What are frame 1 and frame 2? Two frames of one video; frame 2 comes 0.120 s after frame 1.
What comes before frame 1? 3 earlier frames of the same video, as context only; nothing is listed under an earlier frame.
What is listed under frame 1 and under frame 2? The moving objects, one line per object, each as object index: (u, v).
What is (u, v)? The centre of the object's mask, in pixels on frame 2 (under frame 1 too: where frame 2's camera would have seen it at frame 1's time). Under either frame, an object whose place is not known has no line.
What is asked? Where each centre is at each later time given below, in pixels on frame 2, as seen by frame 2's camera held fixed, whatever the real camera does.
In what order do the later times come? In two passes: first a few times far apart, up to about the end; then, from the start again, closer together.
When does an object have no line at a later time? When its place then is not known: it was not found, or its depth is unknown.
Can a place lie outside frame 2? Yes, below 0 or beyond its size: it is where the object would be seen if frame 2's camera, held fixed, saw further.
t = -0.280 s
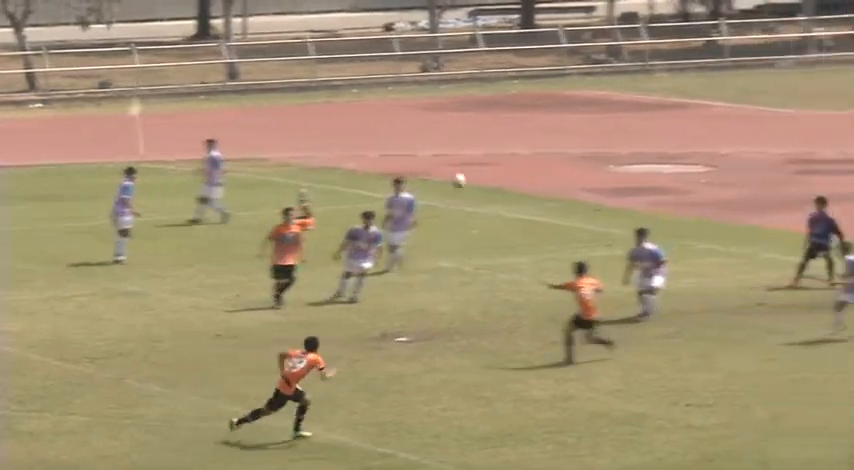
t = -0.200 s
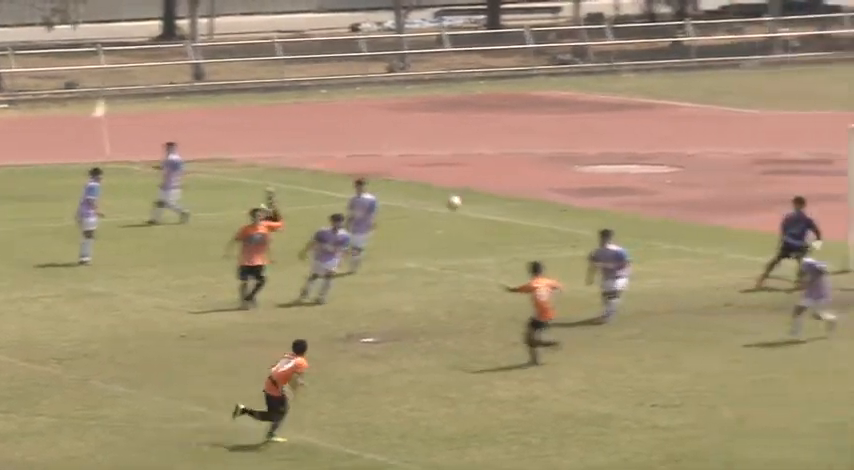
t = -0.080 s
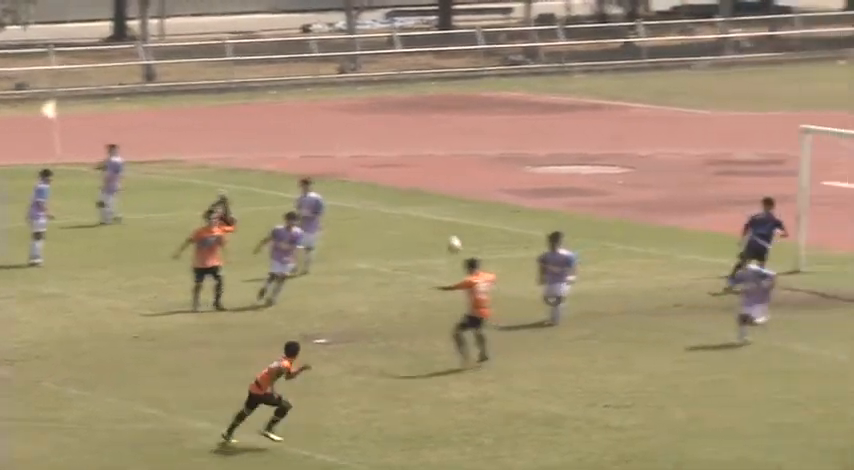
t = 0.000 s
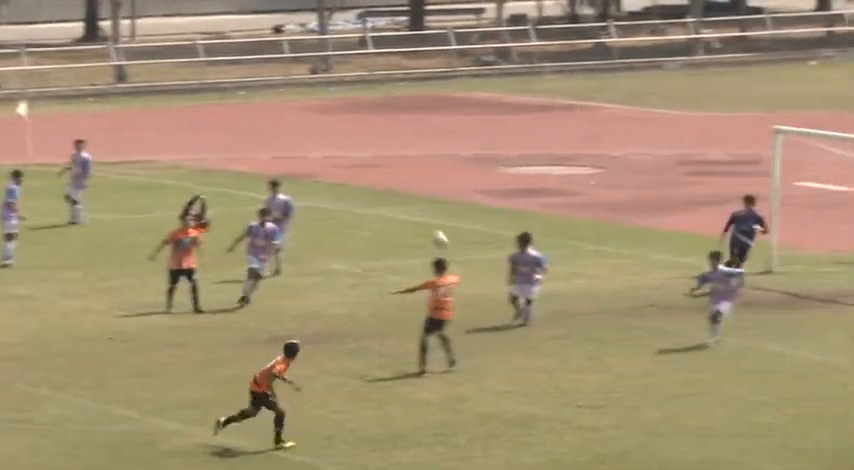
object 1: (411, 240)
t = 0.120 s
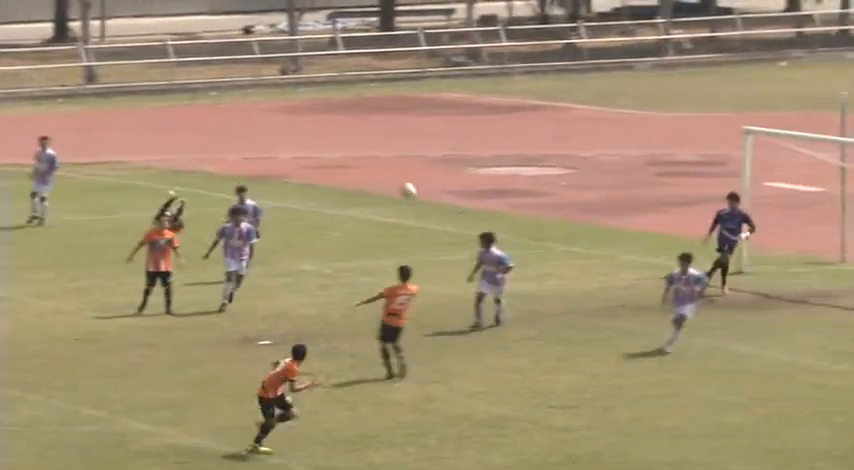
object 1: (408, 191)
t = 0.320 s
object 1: (404, 131)
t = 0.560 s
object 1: (402, 93)
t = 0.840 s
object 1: (401, 98)
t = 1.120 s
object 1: (399, 152)
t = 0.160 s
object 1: (407, 176)
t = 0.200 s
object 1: (406, 163)
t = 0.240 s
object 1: (406, 151)
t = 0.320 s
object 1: (404, 131)
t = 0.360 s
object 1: (404, 121)
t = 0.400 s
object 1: (403, 114)
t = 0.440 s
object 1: (404, 107)
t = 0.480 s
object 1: (404, 101)
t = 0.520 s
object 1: (403, 96)
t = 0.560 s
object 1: (402, 93)
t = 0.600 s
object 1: (402, 92)
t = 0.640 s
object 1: (402, 91)
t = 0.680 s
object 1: (402, 91)
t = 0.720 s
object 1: (402, 92)
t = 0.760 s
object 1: (402, 93)
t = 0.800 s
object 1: (402, 95)
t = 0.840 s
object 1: (401, 98)
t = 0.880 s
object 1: (401, 103)
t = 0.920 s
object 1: (402, 110)
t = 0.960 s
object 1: (401, 116)
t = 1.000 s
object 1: (400, 123)
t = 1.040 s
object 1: (400, 132)
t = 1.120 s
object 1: (399, 152)
